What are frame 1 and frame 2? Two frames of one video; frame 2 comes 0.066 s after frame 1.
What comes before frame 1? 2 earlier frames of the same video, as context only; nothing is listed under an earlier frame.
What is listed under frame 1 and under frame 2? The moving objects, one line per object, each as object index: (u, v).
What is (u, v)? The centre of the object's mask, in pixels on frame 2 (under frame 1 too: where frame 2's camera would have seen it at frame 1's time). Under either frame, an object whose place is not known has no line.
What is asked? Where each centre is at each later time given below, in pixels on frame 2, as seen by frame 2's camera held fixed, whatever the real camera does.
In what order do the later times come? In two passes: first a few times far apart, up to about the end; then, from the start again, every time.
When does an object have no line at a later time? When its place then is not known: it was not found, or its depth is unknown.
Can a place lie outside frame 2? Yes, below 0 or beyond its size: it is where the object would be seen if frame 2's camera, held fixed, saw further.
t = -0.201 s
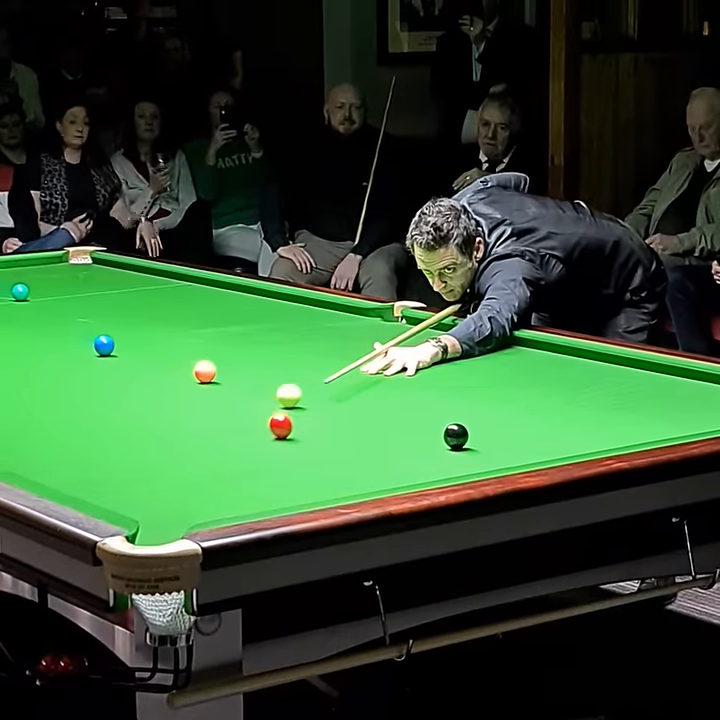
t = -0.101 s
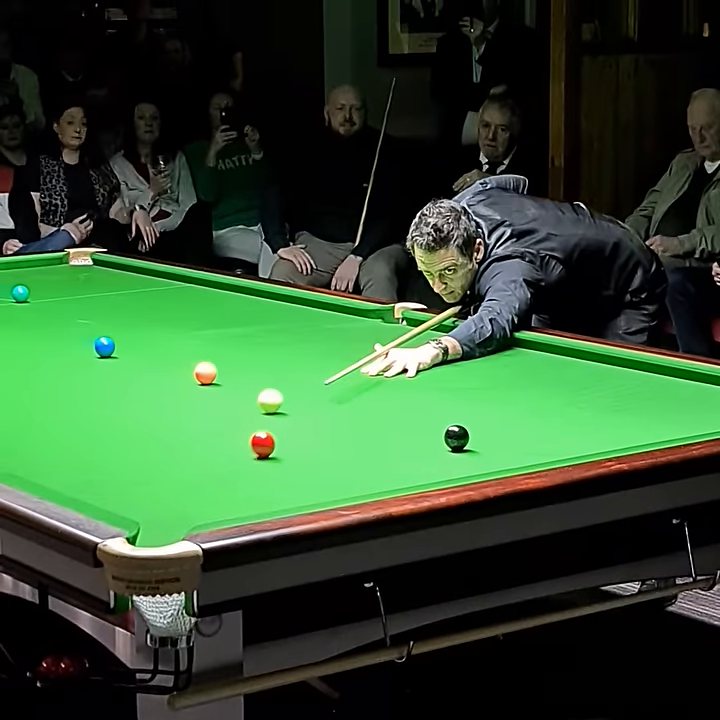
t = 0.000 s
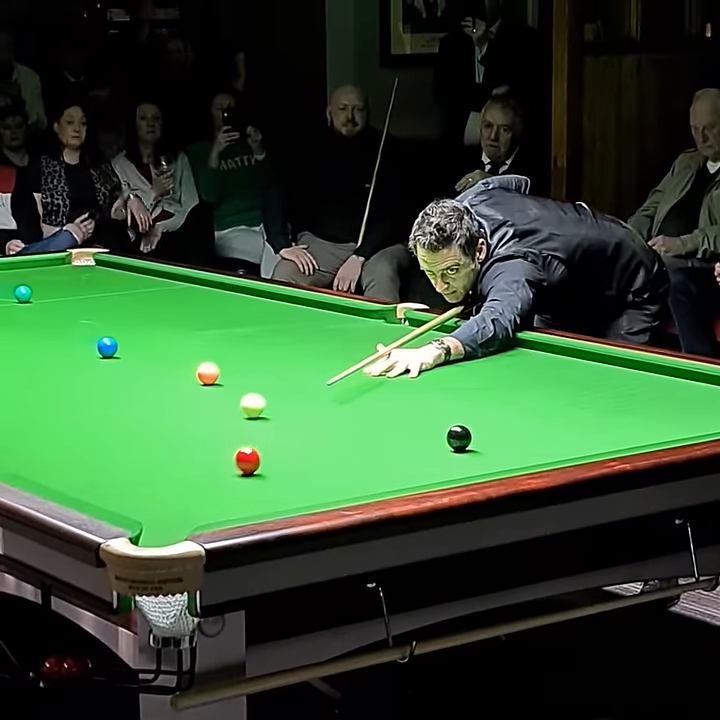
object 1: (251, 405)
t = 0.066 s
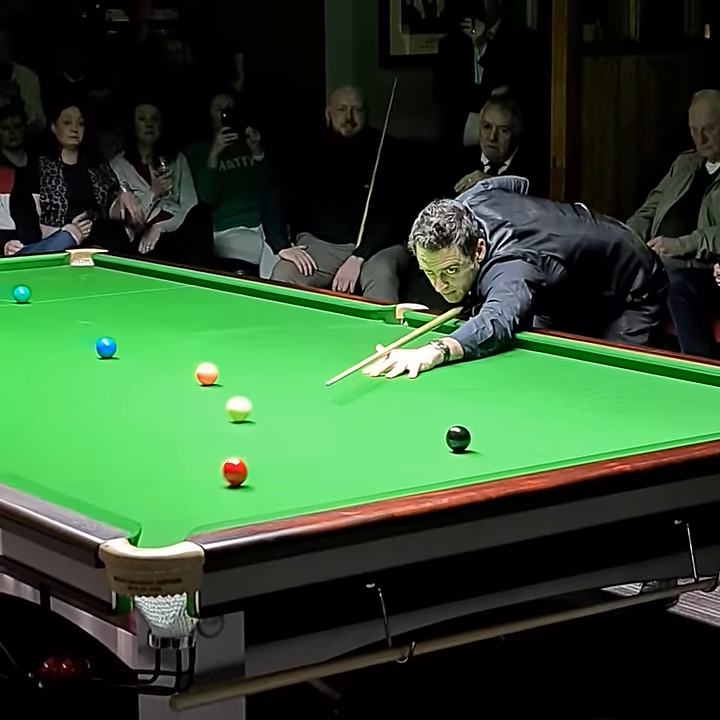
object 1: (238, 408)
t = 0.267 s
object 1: (198, 417)
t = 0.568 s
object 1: (137, 431)
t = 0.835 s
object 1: (83, 443)
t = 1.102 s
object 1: (28, 455)
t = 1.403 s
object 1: (6, 459)
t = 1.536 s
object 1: (26, 459)
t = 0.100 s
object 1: (231, 410)
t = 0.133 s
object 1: (225, 411)
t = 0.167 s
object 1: (218, 413)
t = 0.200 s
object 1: (212, 414)
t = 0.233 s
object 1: (205, 416)
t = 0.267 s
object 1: (198, 417)
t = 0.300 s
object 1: (191, 419)
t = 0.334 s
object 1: (185, 420)
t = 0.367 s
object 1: (178, 422)
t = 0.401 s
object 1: (171, 423)
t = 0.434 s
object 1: (165, 425)
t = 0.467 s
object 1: (158, 426)
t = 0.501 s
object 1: (151, 428)
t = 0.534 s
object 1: (144, 429)
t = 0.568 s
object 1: (137, 431)
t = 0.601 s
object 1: (130, 432)
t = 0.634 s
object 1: (124, 434)
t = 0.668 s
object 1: (117, 435)
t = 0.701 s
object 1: (110, 437)
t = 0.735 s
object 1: (103, 438)
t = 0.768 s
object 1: (96, 440)
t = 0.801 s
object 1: (90, 441)
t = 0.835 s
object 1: (83, 443)
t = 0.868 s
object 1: (76, 444)
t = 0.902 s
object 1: (69, 445)
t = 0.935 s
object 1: (62, 447)
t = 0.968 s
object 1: (55, 449)
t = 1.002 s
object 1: (49, 450)
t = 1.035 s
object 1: (42, 452)
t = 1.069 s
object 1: (35, 453)
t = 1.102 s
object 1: (28, 455)
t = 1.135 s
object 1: (21, 456)
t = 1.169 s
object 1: (15, 457)
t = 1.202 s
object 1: (9, 458)
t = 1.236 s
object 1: (5, 458)
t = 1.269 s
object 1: (1, 459)
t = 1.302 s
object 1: (-3, 458)
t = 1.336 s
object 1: (0, 459)
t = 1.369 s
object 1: (2, 459)
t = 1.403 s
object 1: (6, 459)
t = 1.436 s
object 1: (11, 460)
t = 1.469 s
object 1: (16, 460)
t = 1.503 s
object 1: (21, 460)
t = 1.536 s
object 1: (26, 459)
